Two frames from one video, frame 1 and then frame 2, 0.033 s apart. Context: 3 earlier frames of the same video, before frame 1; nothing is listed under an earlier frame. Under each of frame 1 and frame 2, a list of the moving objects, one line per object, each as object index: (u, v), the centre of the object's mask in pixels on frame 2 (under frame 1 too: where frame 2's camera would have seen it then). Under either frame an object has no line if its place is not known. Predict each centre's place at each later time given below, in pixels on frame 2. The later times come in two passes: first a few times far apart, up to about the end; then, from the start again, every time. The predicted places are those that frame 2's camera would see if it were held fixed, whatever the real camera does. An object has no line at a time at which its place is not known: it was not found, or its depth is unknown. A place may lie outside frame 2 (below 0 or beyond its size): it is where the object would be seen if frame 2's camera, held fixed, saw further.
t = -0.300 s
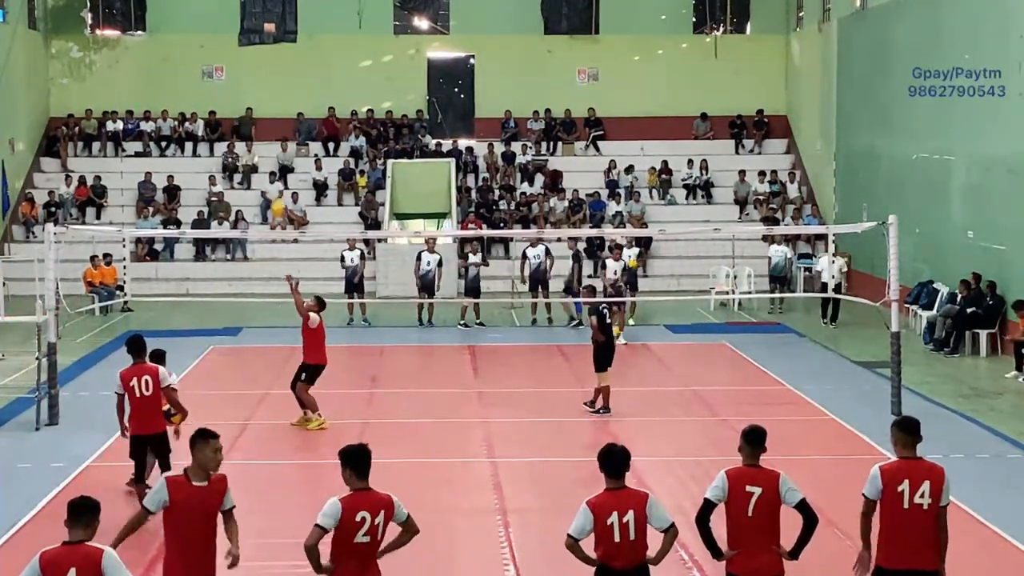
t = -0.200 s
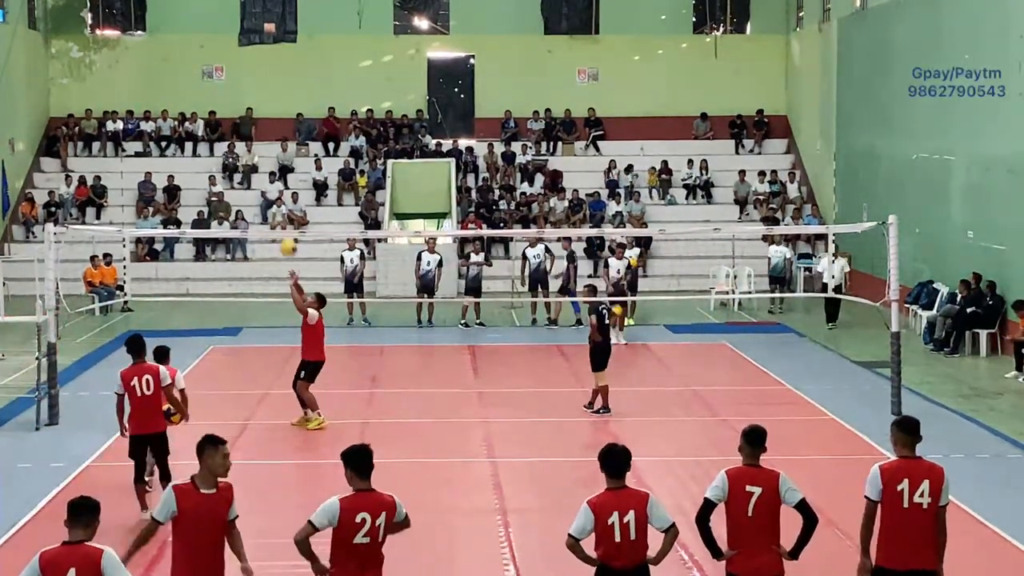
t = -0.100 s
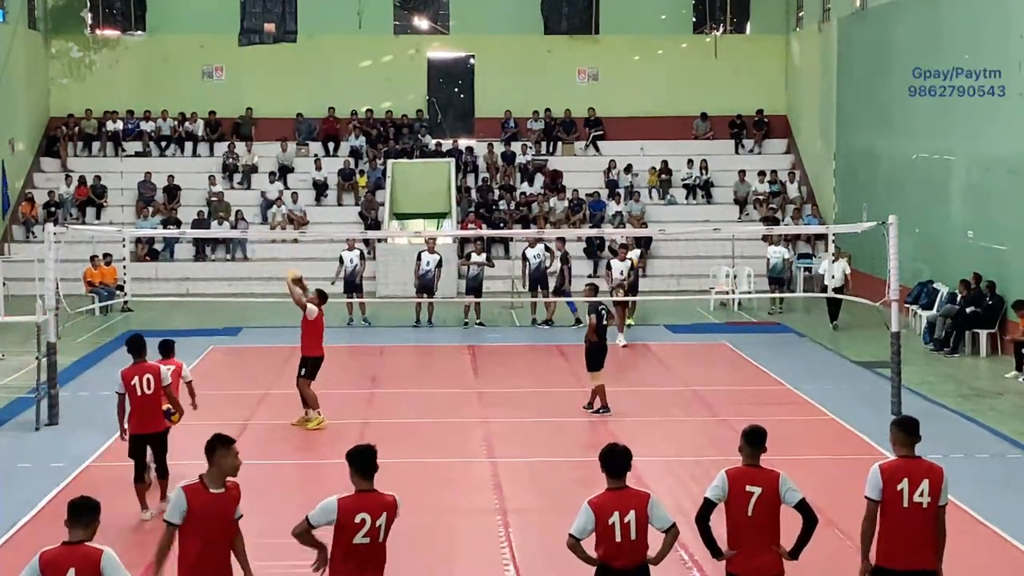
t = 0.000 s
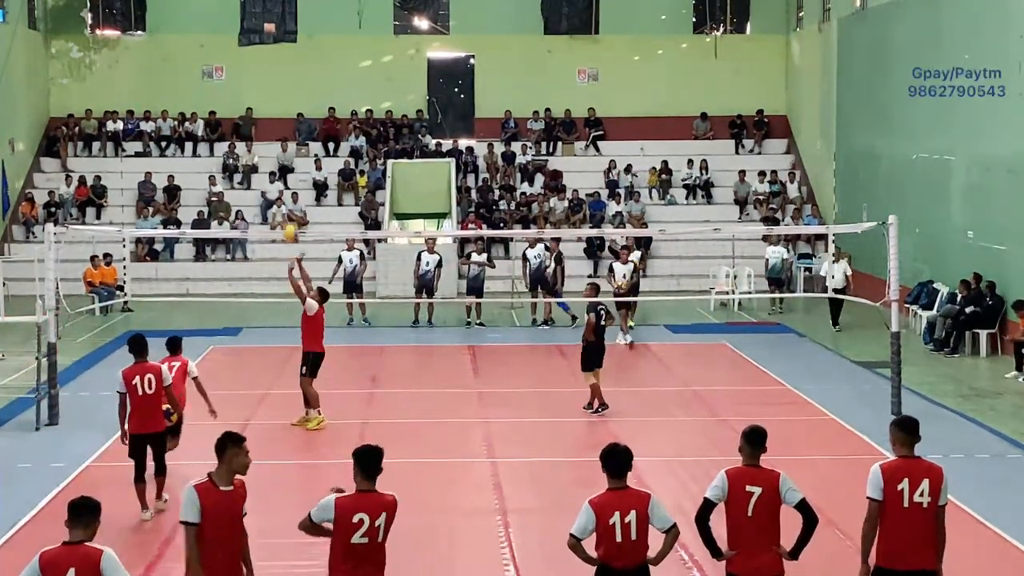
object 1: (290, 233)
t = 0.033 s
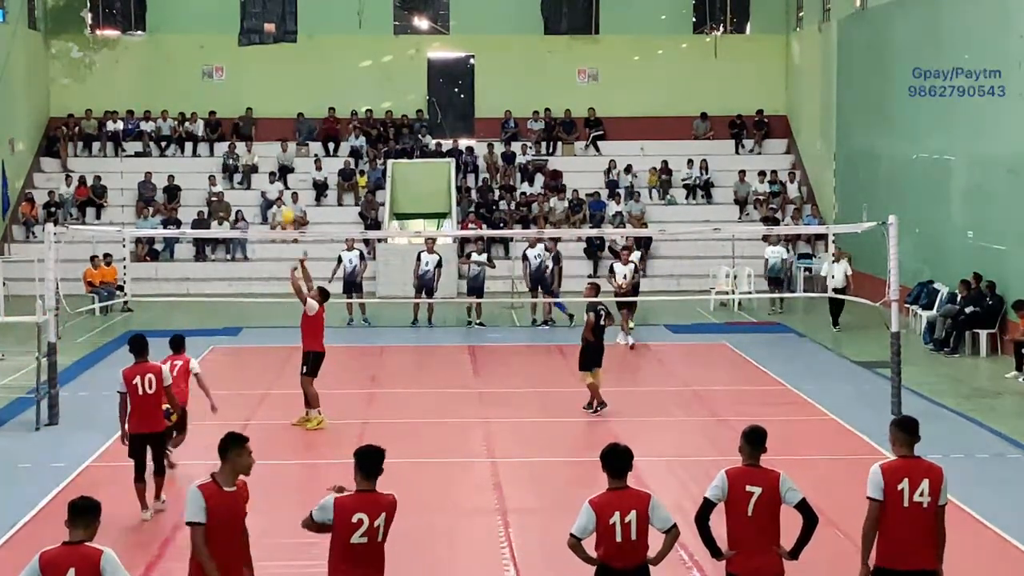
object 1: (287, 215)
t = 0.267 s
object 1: (278, 134)
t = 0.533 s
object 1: (267, 96)
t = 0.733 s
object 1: (259, 103)
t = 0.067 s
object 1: (286, 203)
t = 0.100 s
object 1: (286, 189)
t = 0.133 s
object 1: (284, 176)
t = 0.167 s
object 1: (283, 165)
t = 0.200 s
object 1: (281, 155)
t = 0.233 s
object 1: (280, 144)
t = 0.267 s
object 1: (278, 134)
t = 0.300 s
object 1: (277, 128)
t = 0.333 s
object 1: (276, 120)
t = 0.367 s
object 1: (274, 114)
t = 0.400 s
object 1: (273, 109)
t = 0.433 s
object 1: (271, 105)
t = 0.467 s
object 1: (270, 101)
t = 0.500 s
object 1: (268, 98)
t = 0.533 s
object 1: (267, 96)
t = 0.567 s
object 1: (265, 96)
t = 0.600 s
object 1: (264, 95)
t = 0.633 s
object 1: (263, 96)
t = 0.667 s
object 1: (262, 97)
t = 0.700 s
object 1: (261, 100)
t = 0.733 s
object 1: (259, 103)
